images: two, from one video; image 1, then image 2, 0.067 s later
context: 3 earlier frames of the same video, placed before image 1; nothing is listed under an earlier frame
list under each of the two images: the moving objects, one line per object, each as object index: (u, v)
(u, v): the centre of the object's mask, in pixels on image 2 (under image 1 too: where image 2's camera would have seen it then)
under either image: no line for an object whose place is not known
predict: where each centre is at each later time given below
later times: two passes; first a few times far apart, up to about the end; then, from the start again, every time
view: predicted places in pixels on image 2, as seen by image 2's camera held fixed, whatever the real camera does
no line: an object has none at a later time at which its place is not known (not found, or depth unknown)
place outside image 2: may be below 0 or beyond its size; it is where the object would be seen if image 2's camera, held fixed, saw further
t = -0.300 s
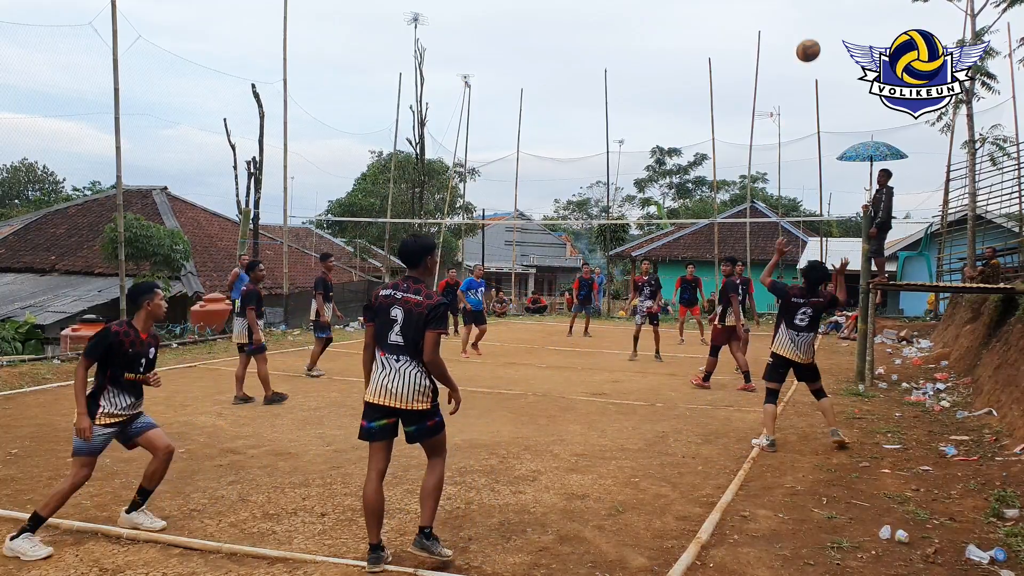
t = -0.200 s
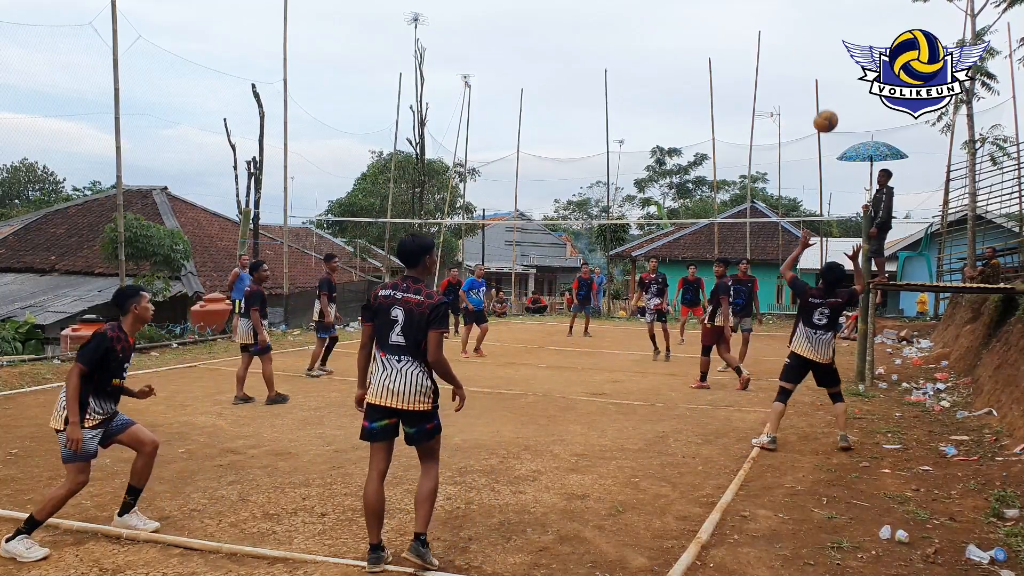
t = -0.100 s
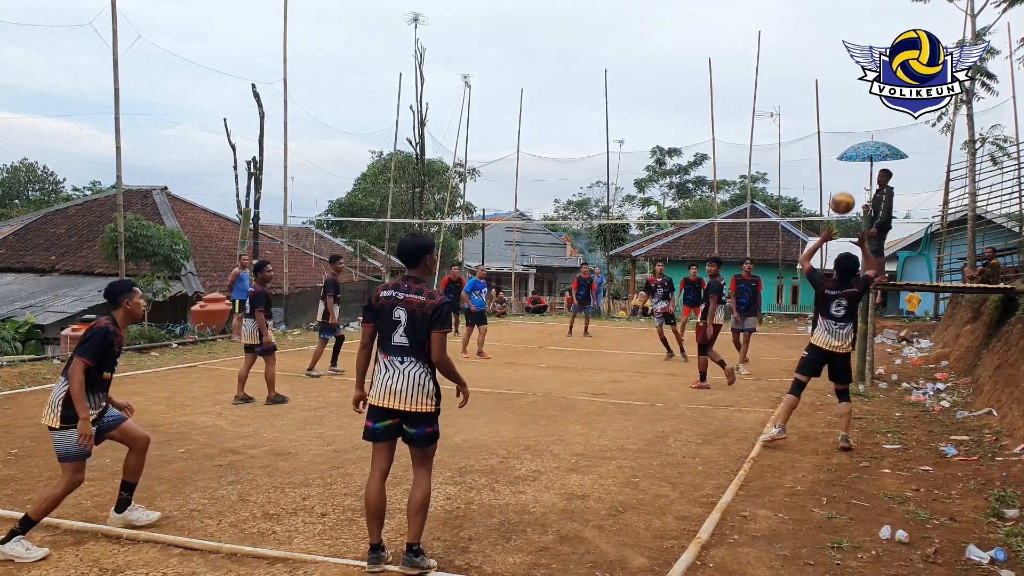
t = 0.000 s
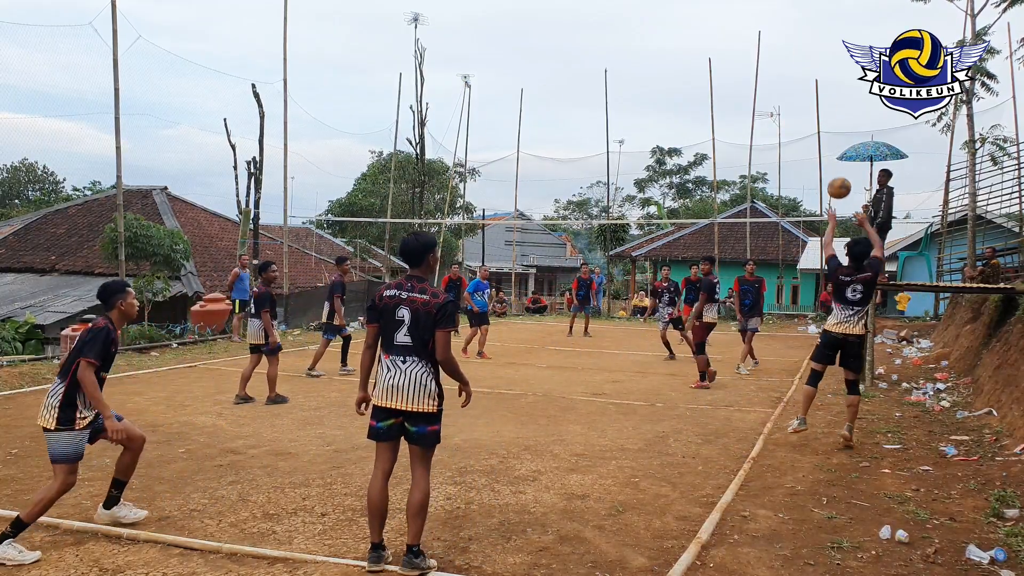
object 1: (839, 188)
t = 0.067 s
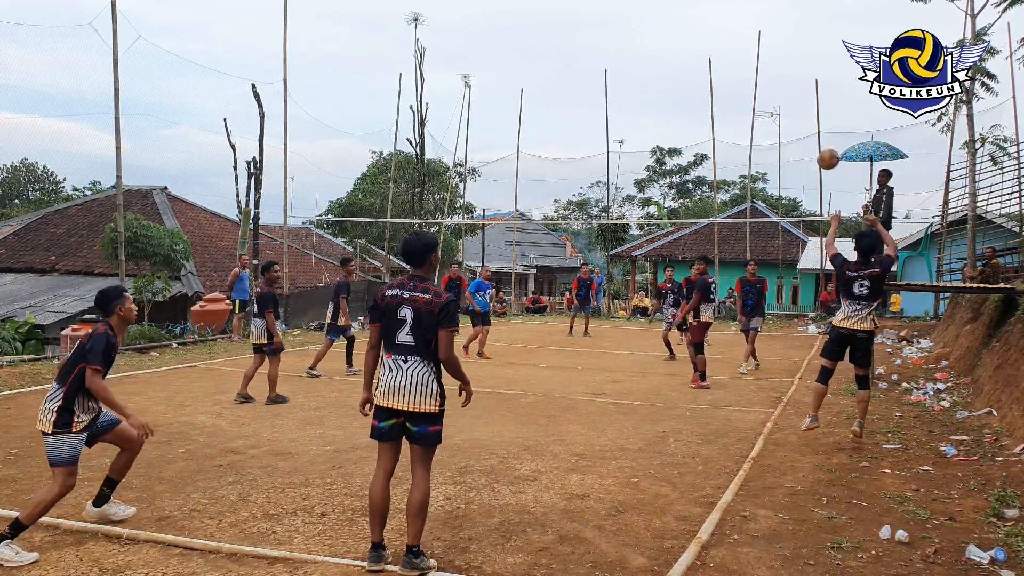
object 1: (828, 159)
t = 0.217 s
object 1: (806, 120)
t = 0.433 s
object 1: (783, 106)
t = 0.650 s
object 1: (763, 125)
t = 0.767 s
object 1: (754, 145)
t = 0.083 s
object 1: (826, 153)
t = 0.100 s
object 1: (823, 148)
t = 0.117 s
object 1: (820, 143)
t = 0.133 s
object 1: (818, 138)
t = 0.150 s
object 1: (815, 134)
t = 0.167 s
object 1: (813, 130)
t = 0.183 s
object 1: (811, 126)
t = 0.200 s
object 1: (808, 123)
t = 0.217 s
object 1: (806, 120)
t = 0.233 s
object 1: (804, 117)
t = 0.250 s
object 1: (802, 115)
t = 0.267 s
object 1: (800, 113)
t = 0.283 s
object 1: (798, 111)
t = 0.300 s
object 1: (796, 110)
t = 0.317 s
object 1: (795, 109)
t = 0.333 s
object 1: (793, 107)
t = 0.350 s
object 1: (791, 107)
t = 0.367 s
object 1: (790, 106)
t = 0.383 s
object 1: (788, 106)
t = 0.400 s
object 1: (786, 106)
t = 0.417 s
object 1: (785, 106)
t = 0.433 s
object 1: (783, 106)
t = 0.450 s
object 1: (781, 106)
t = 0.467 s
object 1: (780, 107)
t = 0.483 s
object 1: (778, 108)
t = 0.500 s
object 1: (776, 109)
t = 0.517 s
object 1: (775, 110)
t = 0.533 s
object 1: (774, 111)
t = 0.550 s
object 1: (772, 113)
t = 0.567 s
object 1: (771, 114)
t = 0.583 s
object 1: (769, 116)
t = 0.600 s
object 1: (768, 118)
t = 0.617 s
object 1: (766, 120)
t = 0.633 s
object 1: (765, 122)
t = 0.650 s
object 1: (763, 125)
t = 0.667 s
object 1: (762, 127)
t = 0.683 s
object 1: (761, 130)
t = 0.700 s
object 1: (759, 133)
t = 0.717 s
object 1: (758, 136)
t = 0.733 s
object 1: (756, 139)
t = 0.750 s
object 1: (755, 142)
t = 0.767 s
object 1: (754, 145)
